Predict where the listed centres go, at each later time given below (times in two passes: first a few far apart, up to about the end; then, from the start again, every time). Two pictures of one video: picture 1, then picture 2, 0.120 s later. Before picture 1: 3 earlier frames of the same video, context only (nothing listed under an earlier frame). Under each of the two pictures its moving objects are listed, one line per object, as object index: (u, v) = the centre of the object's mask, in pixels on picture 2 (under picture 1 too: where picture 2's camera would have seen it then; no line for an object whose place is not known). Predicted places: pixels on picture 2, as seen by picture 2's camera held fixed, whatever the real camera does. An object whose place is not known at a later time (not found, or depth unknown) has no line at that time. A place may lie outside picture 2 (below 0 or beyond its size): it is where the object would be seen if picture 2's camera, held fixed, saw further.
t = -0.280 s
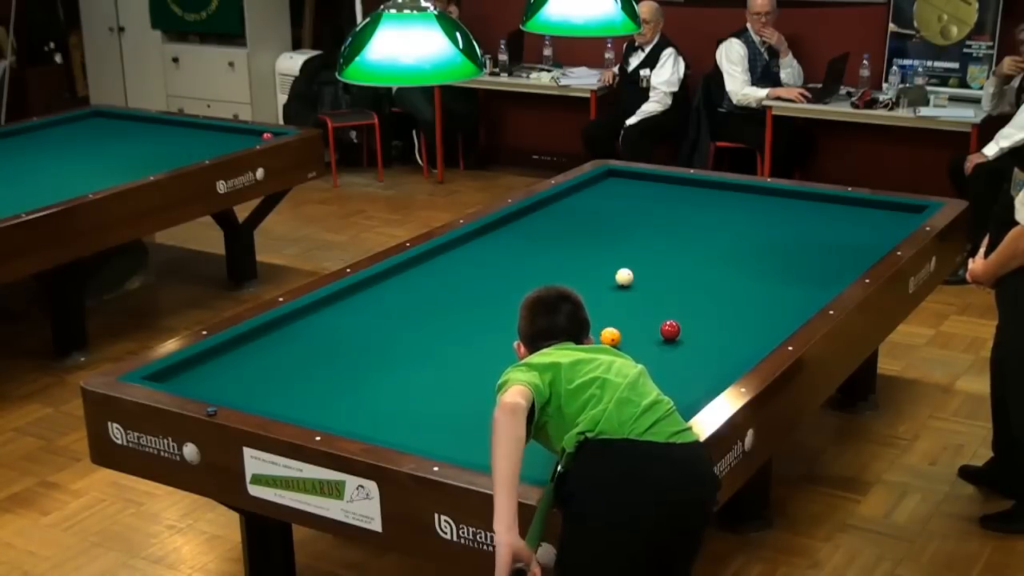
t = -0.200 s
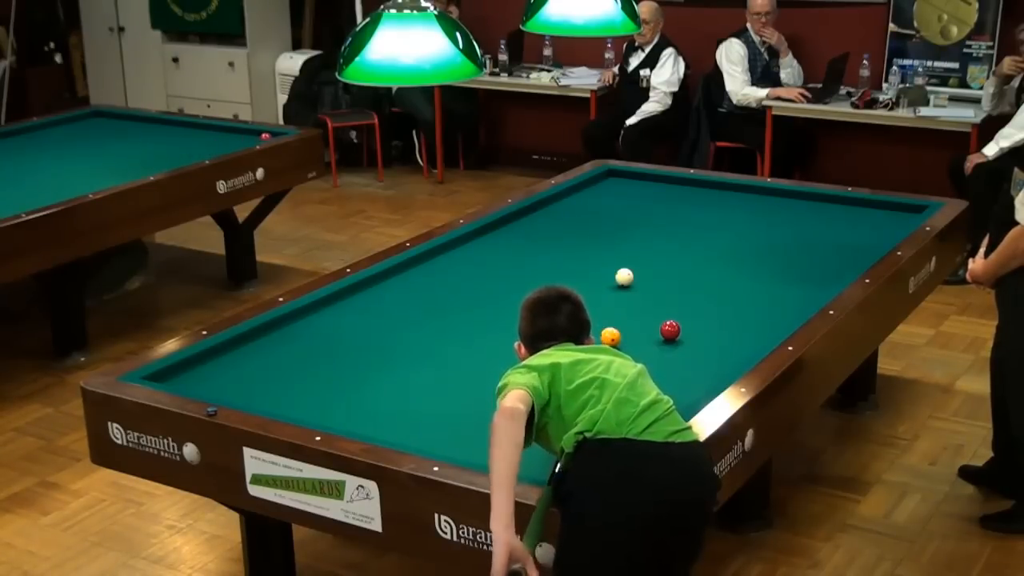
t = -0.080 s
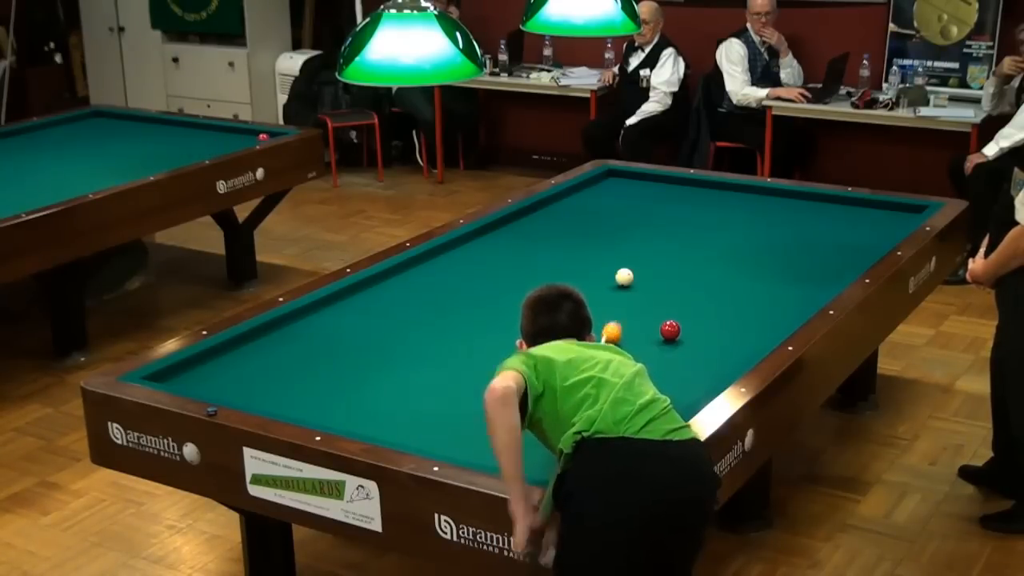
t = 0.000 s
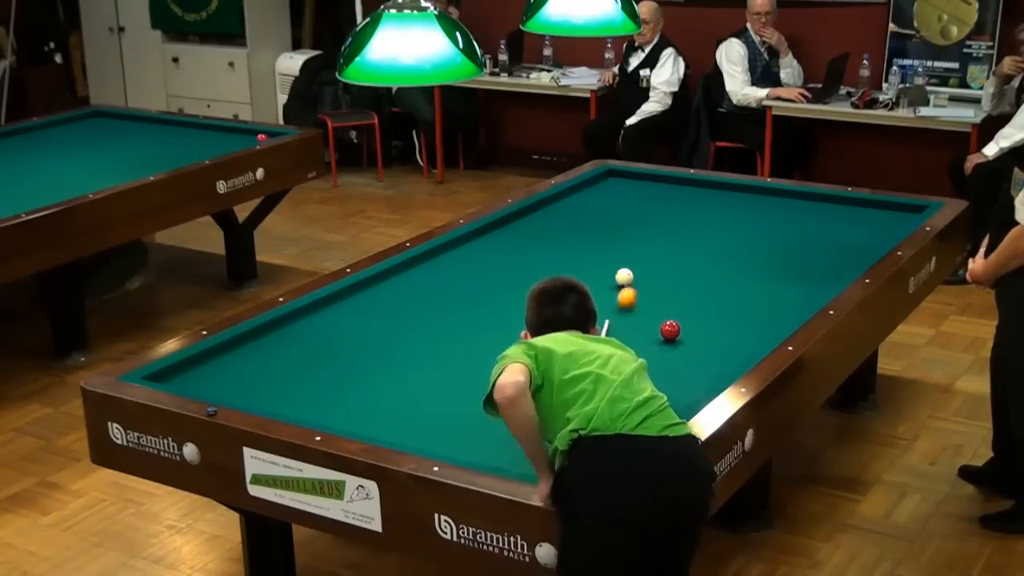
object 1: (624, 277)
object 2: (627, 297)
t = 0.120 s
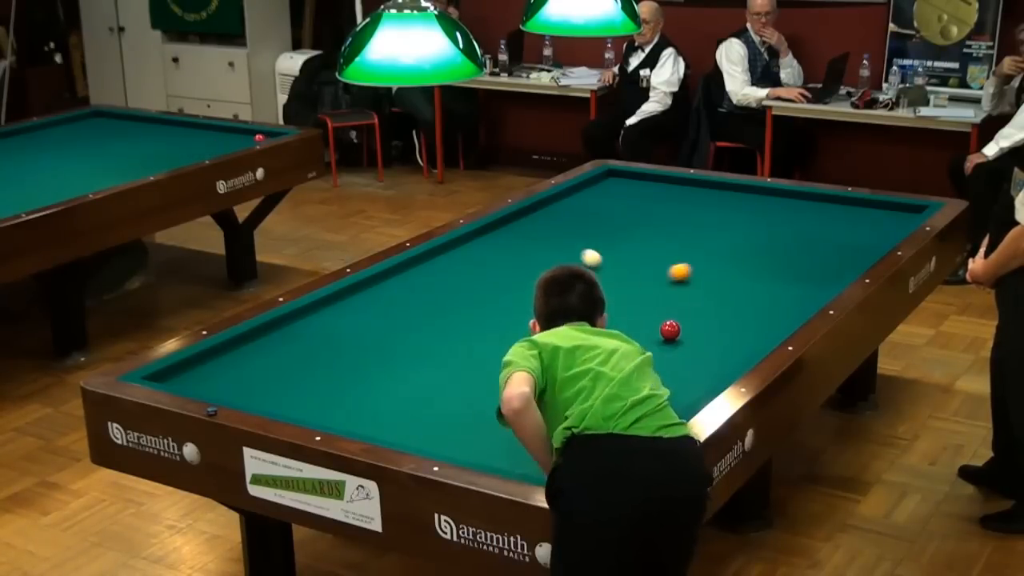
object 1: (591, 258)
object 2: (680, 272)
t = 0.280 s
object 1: (536, 227)
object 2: (759, 254)
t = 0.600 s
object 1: (625, 212)
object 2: (876, 221)
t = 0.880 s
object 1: (725, 208)
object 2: (868, 216)
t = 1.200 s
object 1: (835, 203)
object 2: (761, 232)
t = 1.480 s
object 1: (908, 213)
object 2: (678, 244)
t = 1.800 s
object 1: (849, 220)
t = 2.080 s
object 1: (797, 226)
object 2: (484, 271)
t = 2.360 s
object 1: (744, 232)
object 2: (395, 282)
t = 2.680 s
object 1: (683, 239)
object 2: (340, 309)
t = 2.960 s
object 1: (629, 244)
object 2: (312, 341)
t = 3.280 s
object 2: (275, 382)
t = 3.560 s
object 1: (507, 259)
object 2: (296, 398)
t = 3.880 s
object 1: (452, 264)
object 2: (379, 390)
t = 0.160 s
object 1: (576, 249)
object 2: (701, 268)
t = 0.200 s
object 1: (562, 242)
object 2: (722, 263)
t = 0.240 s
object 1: (549, 234)
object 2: (741, 259)
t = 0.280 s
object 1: (536, 227)
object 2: (759, 254)
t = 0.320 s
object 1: (524, 220)
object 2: (776, 250)
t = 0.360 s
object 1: (517, 215)
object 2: (792, 245)
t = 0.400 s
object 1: (536, 214)
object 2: (806, 241)
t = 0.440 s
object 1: (555, 214)
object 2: (821, 237)
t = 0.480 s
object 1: (573, 214)
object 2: (835, 233)
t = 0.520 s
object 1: (591, 213)
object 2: (849, 229)
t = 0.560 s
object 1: (608, 213)
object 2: (863, 225)
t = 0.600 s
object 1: (625, 212)
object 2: (876, 221)
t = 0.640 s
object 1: (640, 212)
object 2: (889, 217)
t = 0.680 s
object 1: (654, 211)
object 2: (902, 213)
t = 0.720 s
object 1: (669, 210)
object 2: (915, 209)
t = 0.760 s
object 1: (683, 210)
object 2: (915, 208)
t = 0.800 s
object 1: (697, 209)
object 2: (899, 211)
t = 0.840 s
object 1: (711, 209)
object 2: (884, 213)
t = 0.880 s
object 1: (725, 208)
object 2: (868, 216)
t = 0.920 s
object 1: (739, 207)
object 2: (853, 219)
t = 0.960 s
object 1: (753, 207)
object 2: (839, 221)
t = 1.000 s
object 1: (767, 206)
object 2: (825, 223)
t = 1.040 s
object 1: (781, 205)
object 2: (811, 225)
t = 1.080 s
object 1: (794, 205)
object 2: (798, 227)
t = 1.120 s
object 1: (808, 204)
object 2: (785, 229)
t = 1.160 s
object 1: (822, 203)
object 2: (773, 231)
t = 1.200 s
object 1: (835, 203)
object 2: (761, 232)
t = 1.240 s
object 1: (849, 202)
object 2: (750, 234)
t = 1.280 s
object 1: (862, 201)
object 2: (737, 236)
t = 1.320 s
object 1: (873, 203)
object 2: (726, 238)
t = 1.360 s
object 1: (882, 205)
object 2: (713, 239)
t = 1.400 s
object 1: (891, 208)
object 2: (702, 241)
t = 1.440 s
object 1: (899, 210)
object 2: (690, 242)
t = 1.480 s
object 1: (908, 213)
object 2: (678, 244)
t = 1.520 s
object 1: (908, 214)
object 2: (665, 245)
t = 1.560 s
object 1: (898, 215)
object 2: (653, 247)
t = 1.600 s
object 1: (888, 216)
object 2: (642, 248)
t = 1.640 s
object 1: (880, 217)
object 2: (631, 247)
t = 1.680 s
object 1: (872, 217)
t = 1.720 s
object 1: (864, 218)
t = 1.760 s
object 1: (857, 219)
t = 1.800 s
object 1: (849, 220)
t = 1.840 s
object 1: (842, 221)
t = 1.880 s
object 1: (834, 222)
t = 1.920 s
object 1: (827, 222)
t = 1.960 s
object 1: (819, 223)
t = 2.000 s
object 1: (812, 224)
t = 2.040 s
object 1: (804, 225)
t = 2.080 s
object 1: (797, 226)
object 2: (484, 271)
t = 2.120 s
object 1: (789, 227)
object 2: (475, 271)
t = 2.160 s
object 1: (782, 227)
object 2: (462, 273)
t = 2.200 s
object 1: (774, 228)
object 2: (449, 275)
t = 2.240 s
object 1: (767, 229)
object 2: (435, 277)
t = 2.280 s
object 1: (759, 230)
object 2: (422, 278)
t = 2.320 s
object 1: (751, 231)
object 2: (409, 280)
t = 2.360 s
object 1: (744, 232)
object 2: (395, 282)
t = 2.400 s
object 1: (736, 232)
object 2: (382, 284)
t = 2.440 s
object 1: (728, 233)
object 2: (368, 286)
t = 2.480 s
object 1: (721, 234)
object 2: (355, 288)
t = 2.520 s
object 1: (713, 235)
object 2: (353, 293)
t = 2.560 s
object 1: (706, 236)
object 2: (352, 296)
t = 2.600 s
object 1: (698, 237)
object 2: (351, 299)
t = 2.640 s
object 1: (691, 238)
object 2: (340, 306)
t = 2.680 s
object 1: (683, 239)
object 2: (340, 309)
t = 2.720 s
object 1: (675, 239)
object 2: (336, 314)
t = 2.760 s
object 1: (667, 240)
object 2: (332, 318)
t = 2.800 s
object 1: (660, 241)
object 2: (328, 323)
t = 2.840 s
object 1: (652, 242)
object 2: (324, 327)
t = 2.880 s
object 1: (644, 242)
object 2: (320, 332)
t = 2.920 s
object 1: (637, 244)
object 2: (316, 337)
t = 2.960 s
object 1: (629, 244)
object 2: (312, 341)
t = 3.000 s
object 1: (621, 245)
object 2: (307, 346)
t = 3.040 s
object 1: (614, 246)
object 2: (303, 351)
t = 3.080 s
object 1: (609, 246)
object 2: (299, 356)
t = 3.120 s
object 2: (294, 361)
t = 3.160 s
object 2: (290, 366)
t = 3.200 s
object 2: (285, 372)
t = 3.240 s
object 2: (280, 377)
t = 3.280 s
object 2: (275, 382)
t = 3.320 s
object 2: (270, 388)
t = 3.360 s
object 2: (266, 393)
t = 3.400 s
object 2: (261, 398)
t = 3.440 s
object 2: (258, 401)
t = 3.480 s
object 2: (271, 401)
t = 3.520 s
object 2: (284, 400)
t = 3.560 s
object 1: (507, 259)
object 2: (296, 398)
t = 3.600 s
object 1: (502, 258)
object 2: (307, 397)
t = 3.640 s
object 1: (496, 259)
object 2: (317, 396)
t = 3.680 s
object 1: (490, 259)
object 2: (327, 395)
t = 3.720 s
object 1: (483, 261)
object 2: (335, 394)
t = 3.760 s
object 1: (475, 262)
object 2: (341, 393)
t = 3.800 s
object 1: (467, 263)
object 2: (364, 391)
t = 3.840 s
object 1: (460, 264)
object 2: (370, 391)
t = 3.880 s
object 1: (452, 264)
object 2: (379, 390)
